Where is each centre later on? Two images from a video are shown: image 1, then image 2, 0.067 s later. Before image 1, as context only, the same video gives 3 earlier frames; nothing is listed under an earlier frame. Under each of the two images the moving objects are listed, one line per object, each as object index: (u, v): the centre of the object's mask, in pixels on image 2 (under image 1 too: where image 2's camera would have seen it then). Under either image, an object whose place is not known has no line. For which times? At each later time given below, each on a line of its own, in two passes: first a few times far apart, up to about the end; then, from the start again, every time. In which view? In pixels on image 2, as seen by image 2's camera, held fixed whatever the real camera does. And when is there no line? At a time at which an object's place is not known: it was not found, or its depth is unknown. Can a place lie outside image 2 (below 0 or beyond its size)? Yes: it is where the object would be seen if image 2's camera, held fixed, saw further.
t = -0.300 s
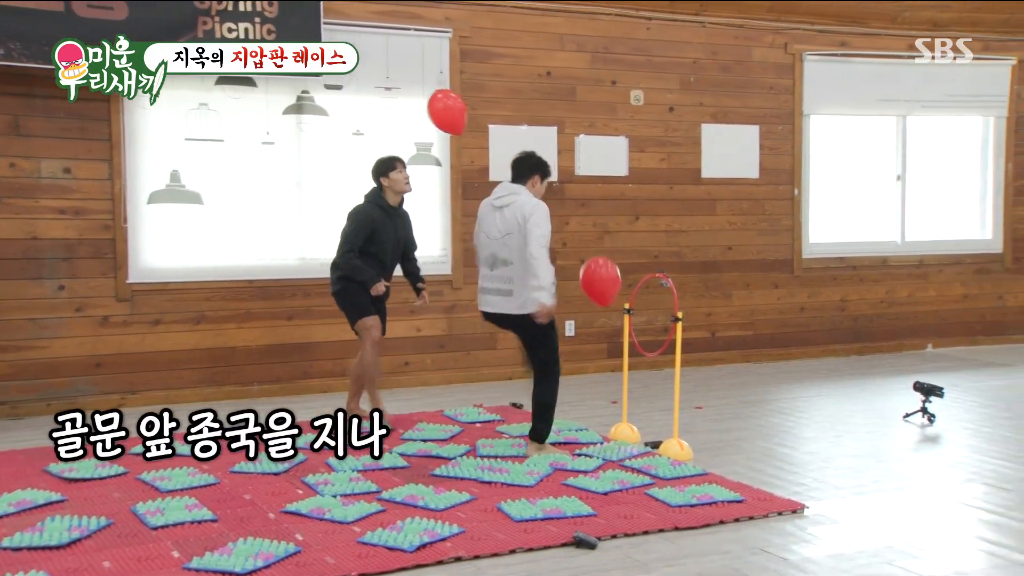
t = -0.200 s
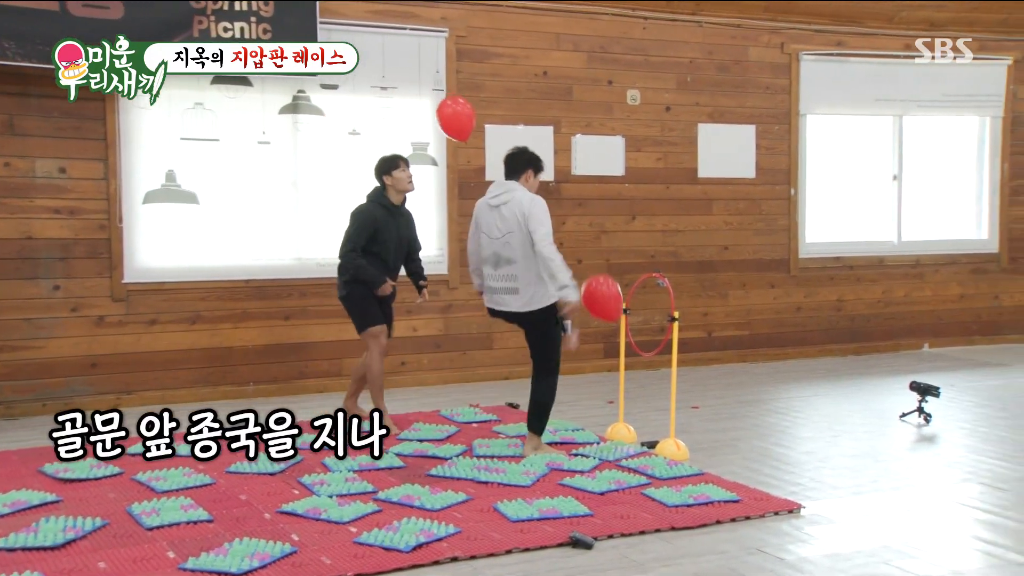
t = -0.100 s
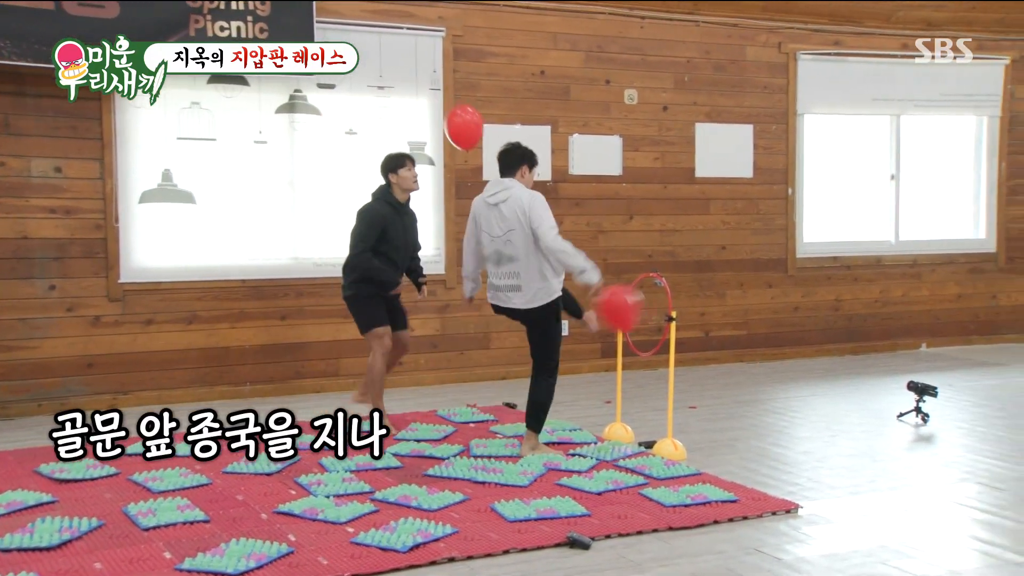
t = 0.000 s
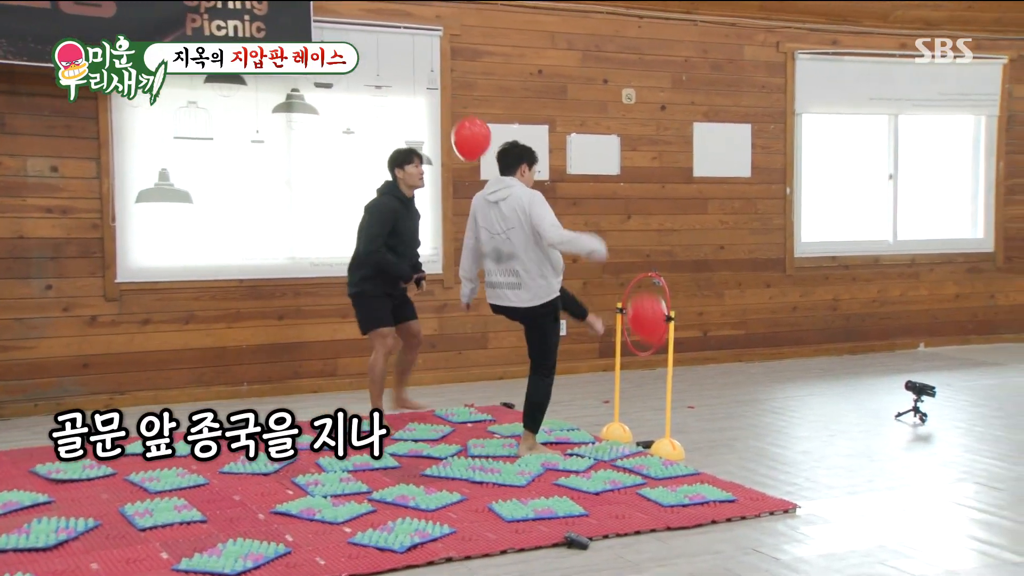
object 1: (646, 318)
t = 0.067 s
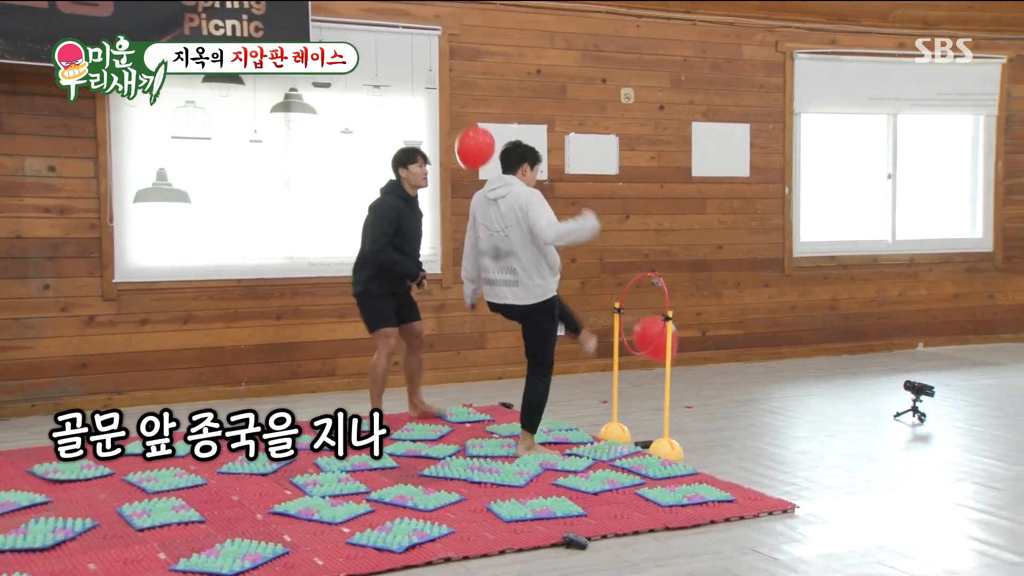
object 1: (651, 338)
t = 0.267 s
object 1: (691, 354)
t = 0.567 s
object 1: (724, 396)
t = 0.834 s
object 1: (737, 386)
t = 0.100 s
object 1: (661, 340)
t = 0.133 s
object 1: (666, 343)
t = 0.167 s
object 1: (675, 345)
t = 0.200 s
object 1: (681, 348)
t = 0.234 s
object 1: (689, 351)
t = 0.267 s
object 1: (691, 354)
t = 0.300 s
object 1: (695, 358)
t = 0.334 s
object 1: (699, 362)
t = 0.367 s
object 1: (704, 366)
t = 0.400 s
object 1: (708, 371)
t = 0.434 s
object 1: (711, 377)
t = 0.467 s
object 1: (714, 382)
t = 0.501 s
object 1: (717, 387)
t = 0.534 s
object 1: (720, 391)
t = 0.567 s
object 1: (724, 396)
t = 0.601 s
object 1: (727, 402)
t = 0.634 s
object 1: (730, 408)
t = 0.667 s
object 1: (733, 415)
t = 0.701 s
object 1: (734, 412)
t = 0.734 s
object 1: (735, 405)
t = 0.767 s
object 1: (736, 398)
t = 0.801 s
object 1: (736, 392)
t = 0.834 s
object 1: (737, 386)
